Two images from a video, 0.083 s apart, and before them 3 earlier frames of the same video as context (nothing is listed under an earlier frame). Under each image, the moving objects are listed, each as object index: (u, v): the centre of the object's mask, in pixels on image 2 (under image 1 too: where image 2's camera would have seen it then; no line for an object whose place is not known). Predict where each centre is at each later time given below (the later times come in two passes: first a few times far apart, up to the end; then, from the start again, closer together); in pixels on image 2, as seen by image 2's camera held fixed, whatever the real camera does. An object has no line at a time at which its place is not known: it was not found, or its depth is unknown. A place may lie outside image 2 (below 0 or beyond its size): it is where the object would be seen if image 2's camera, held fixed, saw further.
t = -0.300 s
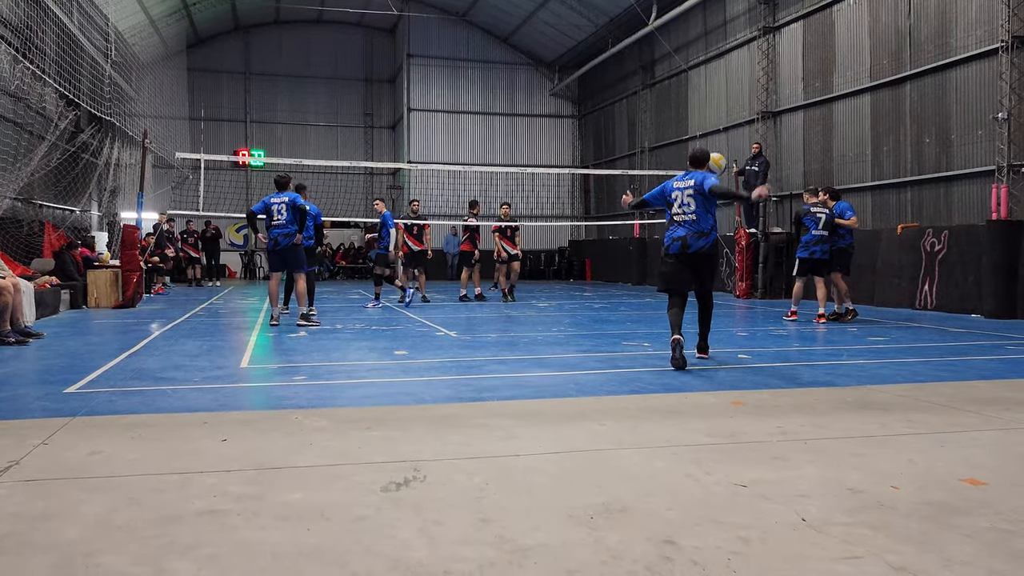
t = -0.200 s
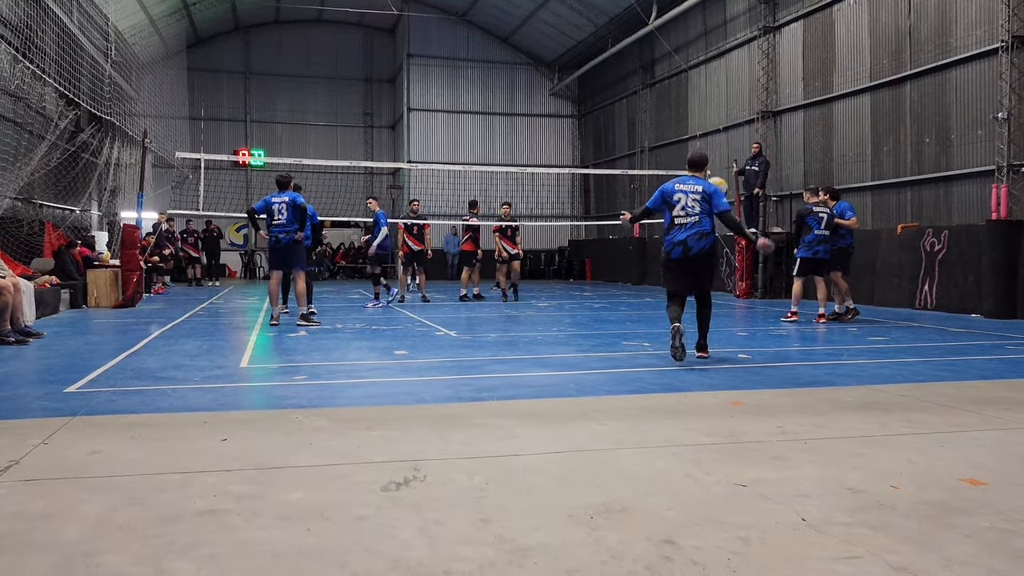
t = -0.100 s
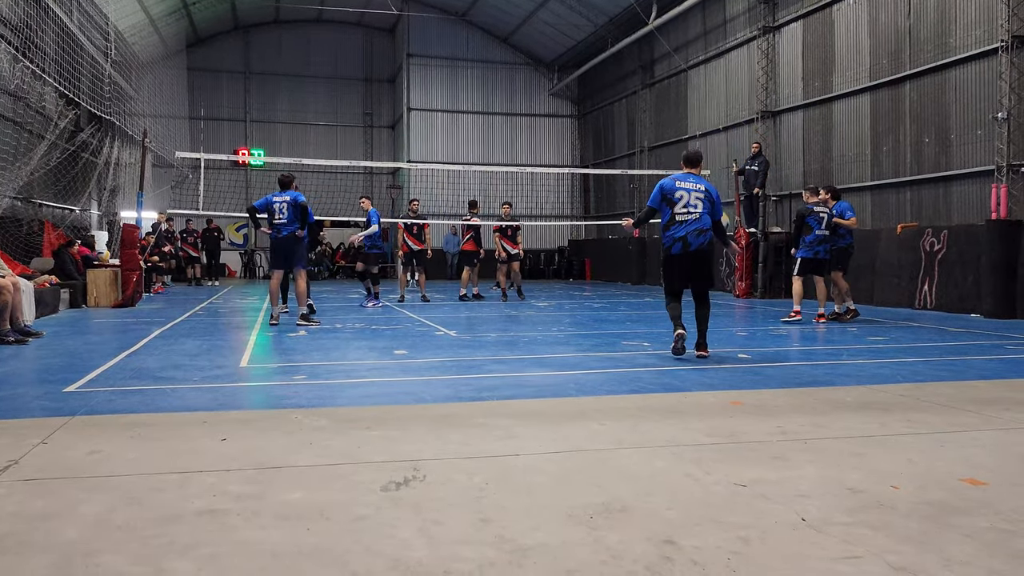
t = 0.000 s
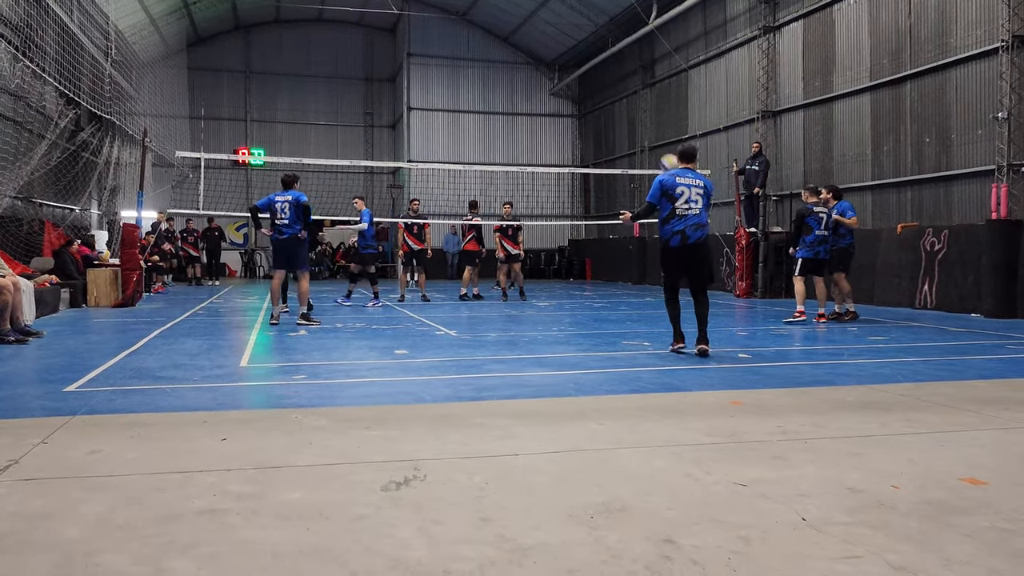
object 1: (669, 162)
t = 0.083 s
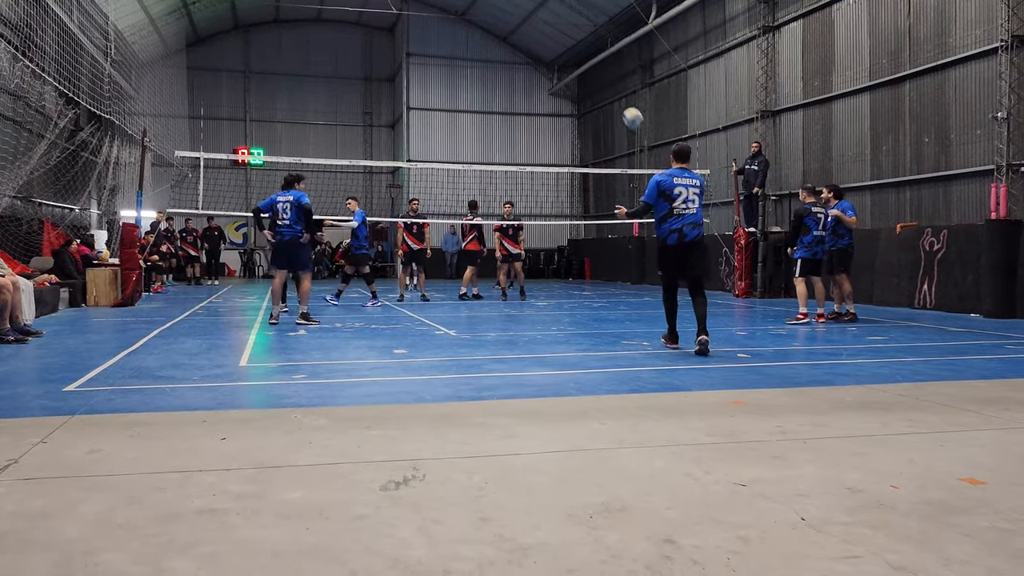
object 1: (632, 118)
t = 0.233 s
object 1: (579, 64)
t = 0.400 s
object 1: (537, 38)
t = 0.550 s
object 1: (510, 35)
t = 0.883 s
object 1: (471, 74)
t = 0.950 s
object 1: (465, 87)
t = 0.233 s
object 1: (579, 64)
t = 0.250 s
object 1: (574, 60)
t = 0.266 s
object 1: (570, 57)
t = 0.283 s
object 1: (565, 54)
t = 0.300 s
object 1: (561, 51)
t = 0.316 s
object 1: (556, 48)
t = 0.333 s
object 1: (552, 45)
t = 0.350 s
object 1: (549, 43)
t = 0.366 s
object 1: (545, 41)
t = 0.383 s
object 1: (541, 39)
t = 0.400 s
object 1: (537, 38)
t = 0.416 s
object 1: (534, 37)
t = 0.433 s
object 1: (531, 36)
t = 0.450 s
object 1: (527, 35)
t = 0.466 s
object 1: (524, 35)
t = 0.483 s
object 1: (521, 35)
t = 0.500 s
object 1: (518, 34)
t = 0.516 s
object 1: (515, 35)
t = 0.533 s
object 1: (512, 35)
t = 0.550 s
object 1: (510, 35)
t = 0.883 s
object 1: (471, 74)
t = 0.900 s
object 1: (469, 78)
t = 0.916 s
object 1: (468, 81)
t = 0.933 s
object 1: (466, 84)
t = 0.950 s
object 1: (465, 87)
